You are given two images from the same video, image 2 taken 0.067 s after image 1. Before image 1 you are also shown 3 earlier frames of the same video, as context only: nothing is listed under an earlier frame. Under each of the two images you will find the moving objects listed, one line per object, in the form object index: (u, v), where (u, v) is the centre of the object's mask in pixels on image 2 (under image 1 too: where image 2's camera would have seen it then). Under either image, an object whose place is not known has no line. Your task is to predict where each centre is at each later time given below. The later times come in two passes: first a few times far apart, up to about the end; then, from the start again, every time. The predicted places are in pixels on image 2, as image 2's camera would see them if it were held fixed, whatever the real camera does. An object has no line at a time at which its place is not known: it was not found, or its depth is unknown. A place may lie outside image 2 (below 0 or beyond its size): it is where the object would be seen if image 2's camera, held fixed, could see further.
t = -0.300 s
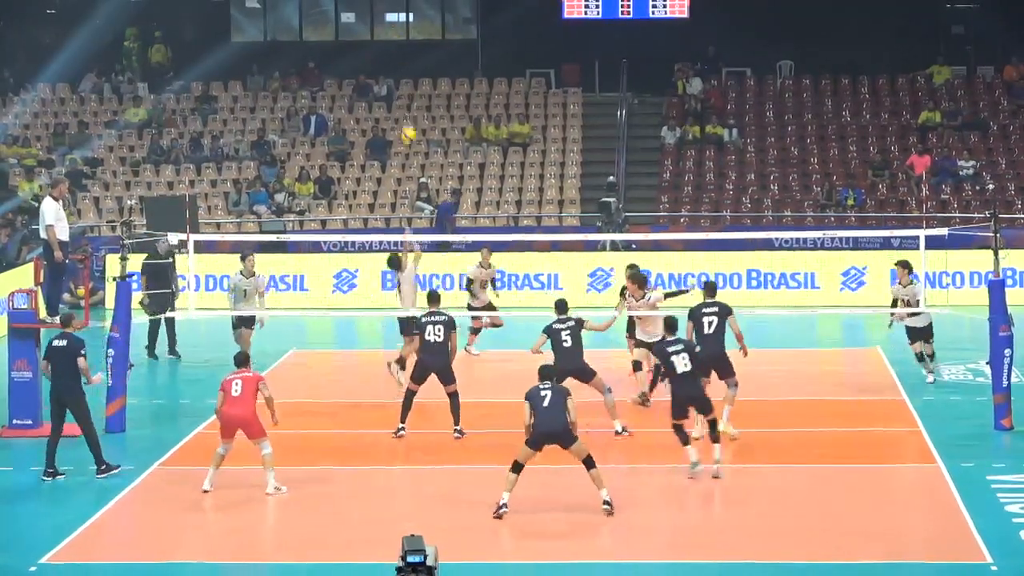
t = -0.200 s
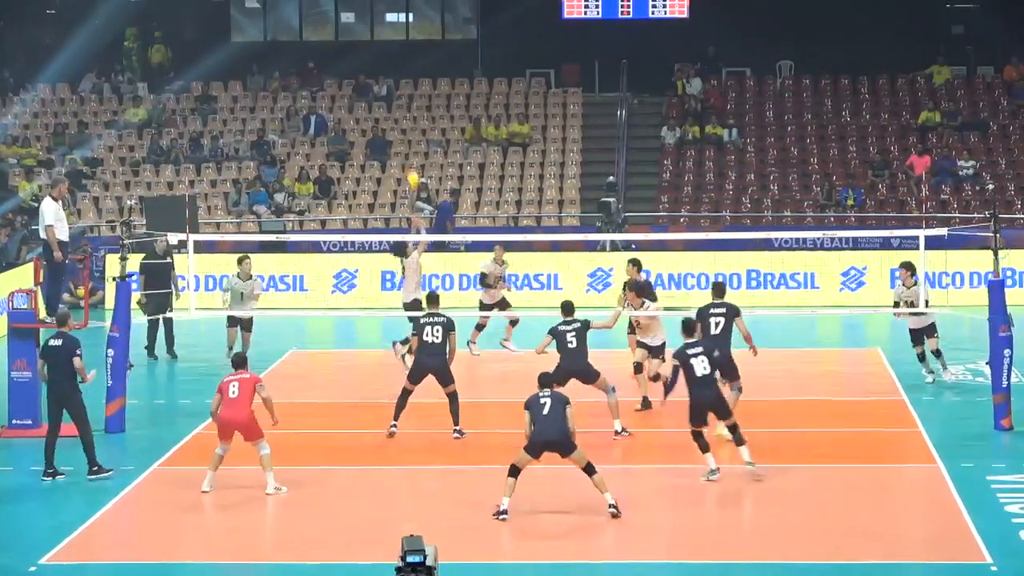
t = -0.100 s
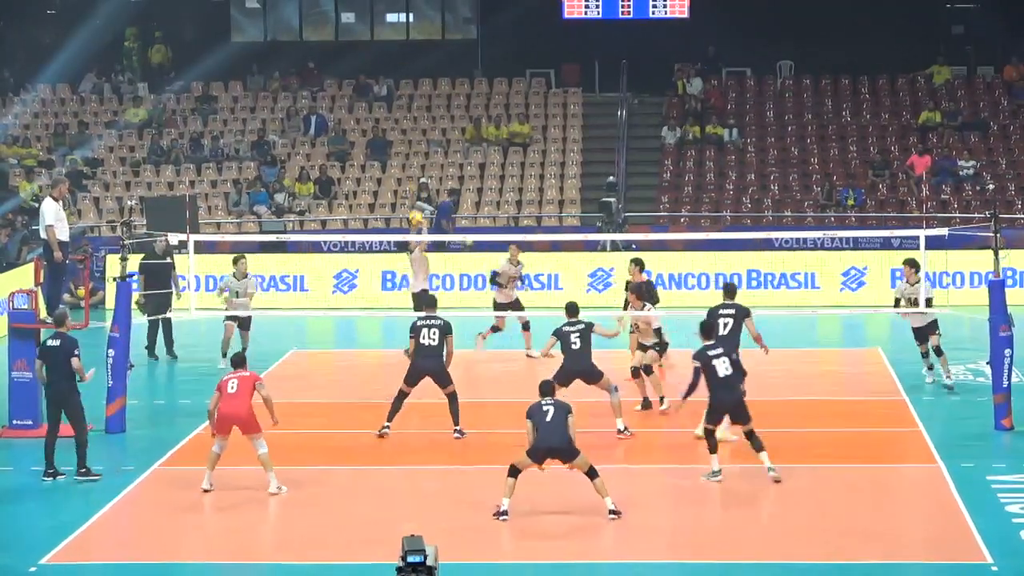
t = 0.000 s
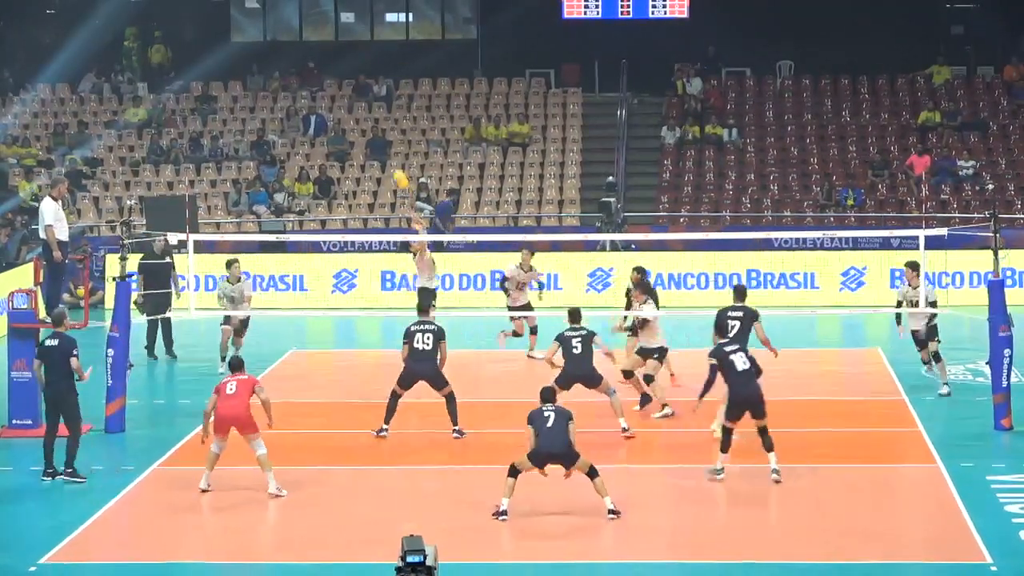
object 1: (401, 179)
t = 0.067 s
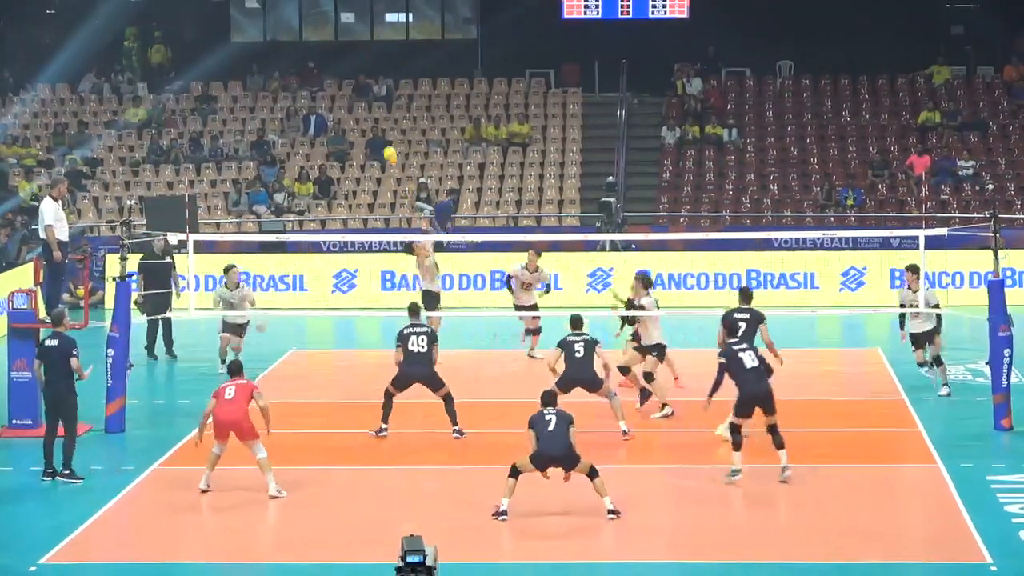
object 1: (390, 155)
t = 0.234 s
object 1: (366, 107)
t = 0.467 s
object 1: (333, 79)
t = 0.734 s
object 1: (297, 92)
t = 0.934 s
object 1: (270, 134)
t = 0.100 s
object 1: (386, 144)
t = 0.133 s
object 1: (381, 135)
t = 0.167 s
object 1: (376, 126)
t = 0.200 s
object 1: (371, 118)
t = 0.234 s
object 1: (366, 107)
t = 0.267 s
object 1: (361, 103)
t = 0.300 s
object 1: (357, 98)
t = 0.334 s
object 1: (352, 92)
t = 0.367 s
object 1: (347, 88)
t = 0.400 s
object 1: (342, 83)
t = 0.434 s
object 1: (338, 80)
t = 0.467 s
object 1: (333, 79)
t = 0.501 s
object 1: (328, 78)
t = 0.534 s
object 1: (324, 78)
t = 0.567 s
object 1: (319, 78)
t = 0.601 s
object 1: (315, 79)
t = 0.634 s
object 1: (310, 82)
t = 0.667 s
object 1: (305, 84)
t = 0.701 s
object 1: (301, 88)
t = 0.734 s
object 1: (297, 92)
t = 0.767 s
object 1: (292, 98)
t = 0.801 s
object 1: (288, 104)
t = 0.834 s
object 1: (284, 110)
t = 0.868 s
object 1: (279, 118)
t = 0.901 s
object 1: (275, 126)
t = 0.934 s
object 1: (270, 134)
